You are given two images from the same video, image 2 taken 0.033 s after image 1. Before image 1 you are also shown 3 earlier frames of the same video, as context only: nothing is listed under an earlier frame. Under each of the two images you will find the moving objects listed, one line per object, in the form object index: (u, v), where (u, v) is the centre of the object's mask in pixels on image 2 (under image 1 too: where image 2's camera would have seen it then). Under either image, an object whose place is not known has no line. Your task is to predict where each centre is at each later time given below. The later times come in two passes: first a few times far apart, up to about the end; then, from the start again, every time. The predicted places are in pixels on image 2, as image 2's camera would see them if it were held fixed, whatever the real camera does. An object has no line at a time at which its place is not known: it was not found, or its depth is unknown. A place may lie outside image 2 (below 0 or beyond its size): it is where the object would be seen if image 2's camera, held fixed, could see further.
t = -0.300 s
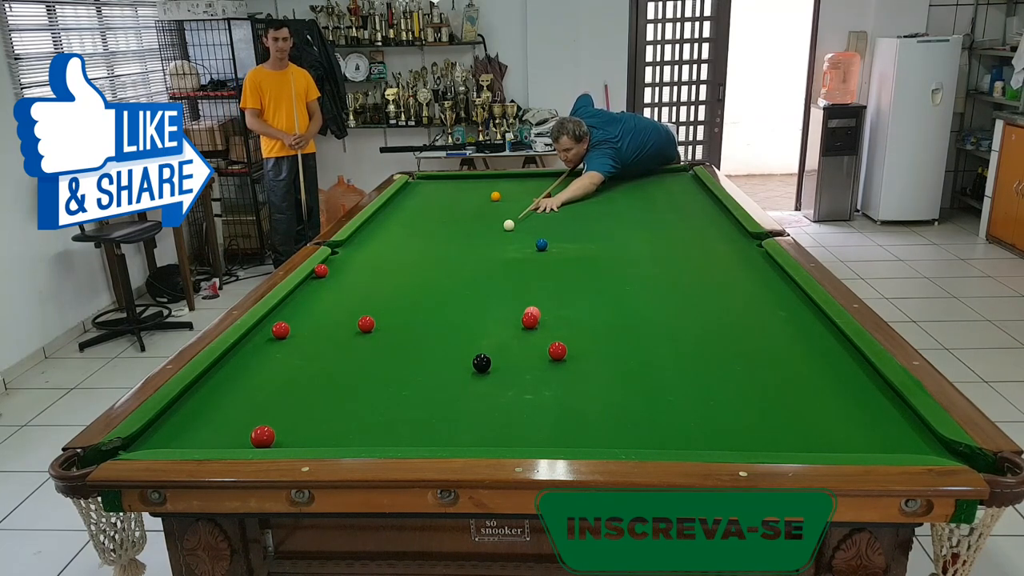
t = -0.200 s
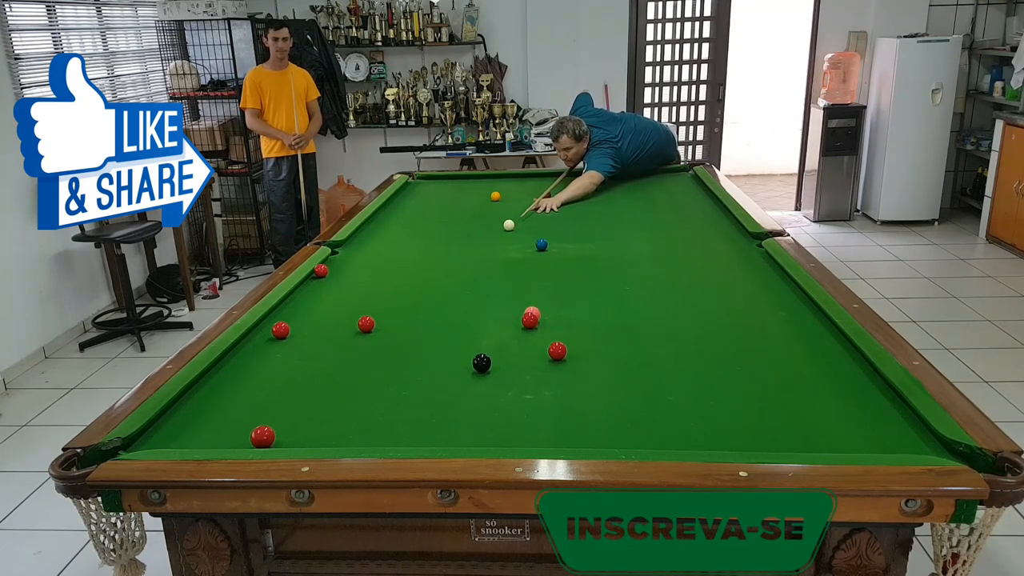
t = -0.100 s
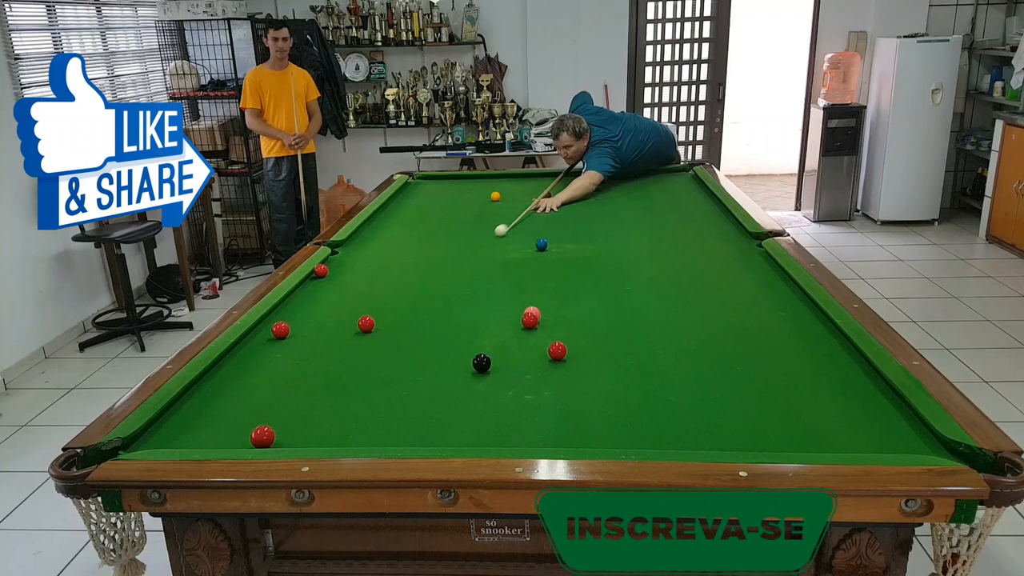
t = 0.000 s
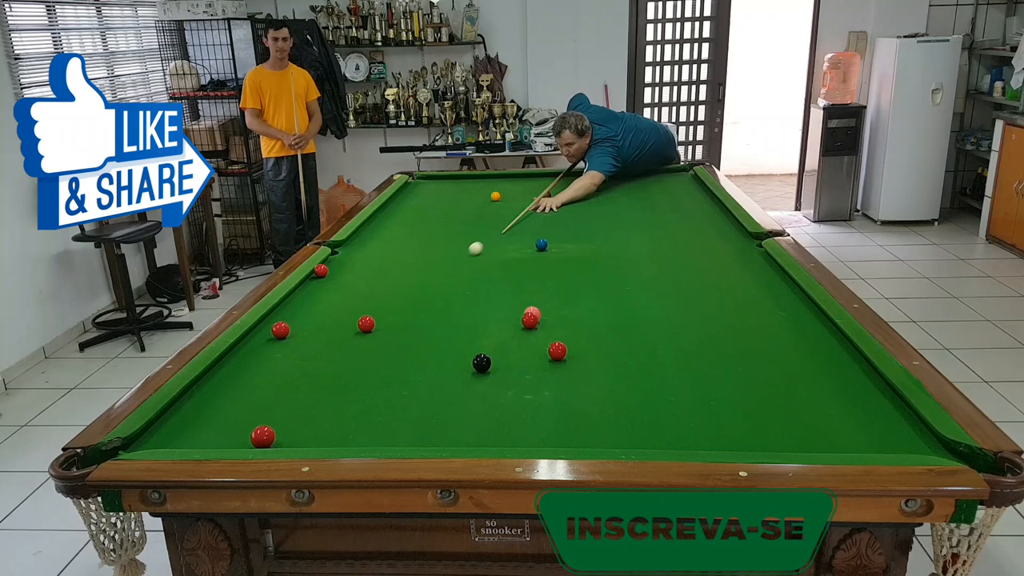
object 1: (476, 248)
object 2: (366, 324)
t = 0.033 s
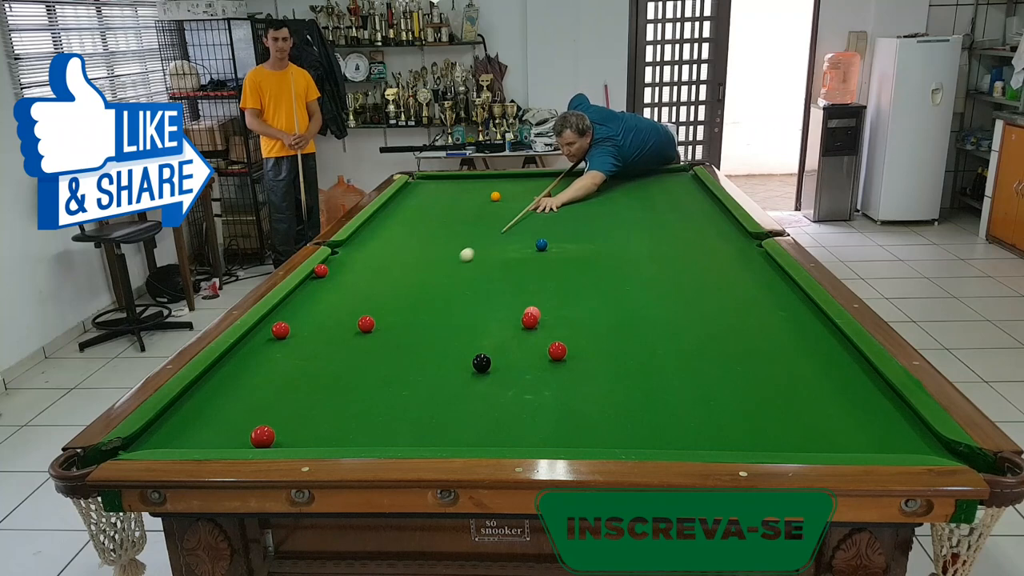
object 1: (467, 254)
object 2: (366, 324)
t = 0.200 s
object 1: (421, 287)
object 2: (366, 324)
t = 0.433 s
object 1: (379, 320)
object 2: (339, 338)
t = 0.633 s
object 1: (382, 328)
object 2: (273, 372)
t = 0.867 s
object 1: (385, 337)
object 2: (191, 415)
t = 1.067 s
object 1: (388, 344)
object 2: (106, 456)
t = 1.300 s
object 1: (391, 353)
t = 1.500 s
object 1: (394, 360)
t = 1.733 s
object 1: (397, 368)
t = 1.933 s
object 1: (399, 374)
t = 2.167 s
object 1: (401, 381)
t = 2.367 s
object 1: (403, 387)
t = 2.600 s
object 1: (405, 393)
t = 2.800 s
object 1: (407, 397)
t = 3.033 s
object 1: (408, 401)
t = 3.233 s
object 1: (410, 405)
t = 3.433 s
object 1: (411, 407)
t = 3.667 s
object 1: (412, 409)
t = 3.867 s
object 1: (412, 411)
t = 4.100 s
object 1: (412, 411)
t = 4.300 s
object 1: (412, 411)
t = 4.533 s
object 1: (412, 411)
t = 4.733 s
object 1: (412, 411)
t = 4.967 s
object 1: (412, 411)
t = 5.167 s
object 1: (412, 411)
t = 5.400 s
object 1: (412, 411)
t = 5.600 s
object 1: (412, 411)
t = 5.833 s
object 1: (412, 411)
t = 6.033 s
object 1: (412, 411)
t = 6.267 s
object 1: (412, 411)
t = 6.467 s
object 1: (412, 411)
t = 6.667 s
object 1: (412, 411)
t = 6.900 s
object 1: (412, 411)
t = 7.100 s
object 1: (412, 411)
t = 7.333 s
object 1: (412, 411)
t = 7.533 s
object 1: (412, 411)
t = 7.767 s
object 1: (412, 411)
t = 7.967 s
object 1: (412, 411)
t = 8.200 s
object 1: (412, 411)
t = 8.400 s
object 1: (412, 411)
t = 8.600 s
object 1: (412, 411)
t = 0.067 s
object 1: (458, 261)
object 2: (366, 324)
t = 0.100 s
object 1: (449, 267)
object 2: (366, 324)
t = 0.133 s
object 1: (439, 274)
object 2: (366, 324)
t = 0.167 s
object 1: (430, 281)
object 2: (366, 324)
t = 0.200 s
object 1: (421, 287)
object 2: (366, 324)
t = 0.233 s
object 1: (411, 294)
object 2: (366, 324)
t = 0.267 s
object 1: (402, 301)
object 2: (366, 324)
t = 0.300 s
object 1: (392, 307)
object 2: (366, 324)
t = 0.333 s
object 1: (383, 314)
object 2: (366, 324)
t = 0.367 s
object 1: (377, 319)
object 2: (362, 326)
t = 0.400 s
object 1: (378, 319)
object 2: (351, 332)
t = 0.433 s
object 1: (379, 320)
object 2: (339, 338)
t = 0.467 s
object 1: (380, 322)
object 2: (327, 344)
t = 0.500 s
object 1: (380, 323)
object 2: (316, 350)
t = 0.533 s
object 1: (381, 324)
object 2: (305, 356)
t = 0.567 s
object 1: (381, 326)
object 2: (294, 361)
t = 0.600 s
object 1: (382, 327)
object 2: (283, 367)
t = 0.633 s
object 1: (382, 328)
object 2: (273, 372)
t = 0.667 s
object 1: (382, 329)
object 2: (262, 378)
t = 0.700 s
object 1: (383, 330)
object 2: (251, 384)
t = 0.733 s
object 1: (383, 332)
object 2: (239, 390)
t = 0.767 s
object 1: (384, 333)
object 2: (228, 395)
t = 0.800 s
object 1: (384, 334)
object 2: (216, 402)
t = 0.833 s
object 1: (385, 335)
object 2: (204, 408)
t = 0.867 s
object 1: (385, 337)
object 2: (191, 415)
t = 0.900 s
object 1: (386, 338)
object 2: (178, 422)
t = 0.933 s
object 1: (386, 339)
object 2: (165, 429)
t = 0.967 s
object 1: (387, 341)
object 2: (151, 435)
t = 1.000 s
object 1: (387, 342)
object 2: (136, 442)
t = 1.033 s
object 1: (387, 343)
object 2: (121, 448)
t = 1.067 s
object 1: (388, 344)
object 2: (106, 456)
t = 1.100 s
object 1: (388, 346)
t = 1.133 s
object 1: (389, 347)
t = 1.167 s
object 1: (389, 348)
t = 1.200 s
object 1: (390, 349)
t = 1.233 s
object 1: (390, 350)
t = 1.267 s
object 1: (391, 352)
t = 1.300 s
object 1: (391, 353)
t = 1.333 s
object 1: (392, 354)
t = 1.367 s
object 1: (392, 355)
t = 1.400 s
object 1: (392, 357)
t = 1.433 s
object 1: (393, 358)
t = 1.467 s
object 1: (393, 359)
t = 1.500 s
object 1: (394, 360)
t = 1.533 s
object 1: (394, 361)
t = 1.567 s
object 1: (395, 362)
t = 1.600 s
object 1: (395, 363)
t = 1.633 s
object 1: (396, 364)
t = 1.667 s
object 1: (396, 366)
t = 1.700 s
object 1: (396, 367)
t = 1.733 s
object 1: (397, 368)
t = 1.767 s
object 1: (397, 369)
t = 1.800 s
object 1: (397, 370)
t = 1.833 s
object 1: (398, 371)
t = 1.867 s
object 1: (398, 372)
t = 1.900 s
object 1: (398, 373)
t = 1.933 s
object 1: (399, 374)
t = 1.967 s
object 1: (399, 375)
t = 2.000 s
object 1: (400, 376)
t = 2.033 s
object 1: (400, 377)
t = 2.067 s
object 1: (400, 378)
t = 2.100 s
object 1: (401, 380)
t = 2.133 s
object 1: (401, 380)
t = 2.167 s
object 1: (401, 381)
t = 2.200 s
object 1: (402, 382)
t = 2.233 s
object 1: (402, 383)
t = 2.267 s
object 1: (402, 384)
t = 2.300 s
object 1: (402, 385)
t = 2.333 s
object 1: (403, 386)
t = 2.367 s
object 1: (403, 387)
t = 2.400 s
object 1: (403, 388)
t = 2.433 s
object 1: (404, 389)
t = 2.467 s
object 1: (404, 389)
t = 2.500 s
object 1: (404, 390)
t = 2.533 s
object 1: (405, 391)
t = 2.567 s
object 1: (405, 392)
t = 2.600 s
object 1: (405, 393)
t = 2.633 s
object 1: (405, 393)
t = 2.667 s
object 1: (406, 394)
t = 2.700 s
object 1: (406, 395)
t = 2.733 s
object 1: (406, 396)
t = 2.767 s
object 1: (406, 397)
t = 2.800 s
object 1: (407, 397)
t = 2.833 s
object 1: (407, 398)
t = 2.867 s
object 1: (407, 398)
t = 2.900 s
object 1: (407, 399)
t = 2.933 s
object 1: (408, 400)
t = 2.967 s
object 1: (408, 400)
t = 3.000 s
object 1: (408, 401)
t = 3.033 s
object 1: (408, 401)
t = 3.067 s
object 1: (409, 402)
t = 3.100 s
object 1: (409, 403)
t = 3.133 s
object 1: (409, 403)
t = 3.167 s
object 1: (409, 404)
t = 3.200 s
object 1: (410, 404)
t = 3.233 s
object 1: (410, 405)
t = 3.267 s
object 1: (410, 405)
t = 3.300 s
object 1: (410, 406)
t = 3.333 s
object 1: (411, 406)
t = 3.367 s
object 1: (411, 406)
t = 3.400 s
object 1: (411, 407)
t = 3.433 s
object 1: (411, 407)
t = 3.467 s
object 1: (411, 408)
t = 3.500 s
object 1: (412, 408)
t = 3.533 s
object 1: (412, 408)
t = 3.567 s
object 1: (412, 409)
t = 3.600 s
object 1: (412, 409)
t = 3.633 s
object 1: (412, 409)
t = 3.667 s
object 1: (412, 409)
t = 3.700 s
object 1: (412, 410)
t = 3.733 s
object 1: (412, 410)
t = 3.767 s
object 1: (412, 410)
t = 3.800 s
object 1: (412, 410)
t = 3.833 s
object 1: (412, 410)
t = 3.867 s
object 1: (412, 411)
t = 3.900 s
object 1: (412, 411)
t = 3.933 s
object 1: (412, 411)
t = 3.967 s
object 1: (412, 411)
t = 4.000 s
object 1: (412, 411)
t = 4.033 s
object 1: (412, 411)
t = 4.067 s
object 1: (412, 411)
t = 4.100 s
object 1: (412, 411)
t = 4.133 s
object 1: (412, 411)
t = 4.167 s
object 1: (412, 411)
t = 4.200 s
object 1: (412, 411)
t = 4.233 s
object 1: (412, 411)
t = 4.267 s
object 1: (412, 411)
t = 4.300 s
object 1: (412, 411)
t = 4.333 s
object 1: (412, 411)
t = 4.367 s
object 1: (412, 411)
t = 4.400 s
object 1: (412, 411)
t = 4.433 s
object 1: (412, 411)
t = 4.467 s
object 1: (412, 411)
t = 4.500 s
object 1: (412, 411)
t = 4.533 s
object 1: (412, 411)
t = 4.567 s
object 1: (412, 411)
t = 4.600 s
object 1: (412, 411)
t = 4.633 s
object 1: (412, 411)
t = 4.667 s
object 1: (412, 411)
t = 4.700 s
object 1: (412, 411)
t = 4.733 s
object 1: (412, 411)
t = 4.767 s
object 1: (412, 411)
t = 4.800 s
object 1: (412, 411)
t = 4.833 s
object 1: (412, 411)
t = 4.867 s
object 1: (412, 411)
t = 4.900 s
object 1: (412, 411)
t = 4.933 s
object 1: (412, 411)
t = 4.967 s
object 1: (412, 411)
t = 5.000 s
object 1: (412, 411)
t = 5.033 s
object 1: (412, 411)
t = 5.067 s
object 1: (412, 411)
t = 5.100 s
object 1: (412, 411)
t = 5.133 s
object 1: (412, 411)
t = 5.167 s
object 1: (412, 411)
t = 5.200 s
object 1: (412, 411)
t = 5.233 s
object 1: (412, 411)
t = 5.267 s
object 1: (412, 411)
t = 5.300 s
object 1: (412, 411)
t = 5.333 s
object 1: (412, 411)
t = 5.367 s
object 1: (412, 411)
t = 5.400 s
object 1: (412, 411)
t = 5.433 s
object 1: (412, 411)
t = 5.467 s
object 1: (412, 411)
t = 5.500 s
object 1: (412, 411)
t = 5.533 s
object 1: (412, 411)
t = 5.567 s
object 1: (412, 411)
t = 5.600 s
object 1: (412, 411)
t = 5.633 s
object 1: (412, 411)
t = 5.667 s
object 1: (412, 411)
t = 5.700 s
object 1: (412, 411)
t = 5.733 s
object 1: (412, 411)
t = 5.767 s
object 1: (412, 411)
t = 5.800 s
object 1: (412, 411)
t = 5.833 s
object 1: (412, 411)
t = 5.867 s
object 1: (412, 411)
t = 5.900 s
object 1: (412, 411)
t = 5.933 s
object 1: (412, 411)
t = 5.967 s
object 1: (412, 411)
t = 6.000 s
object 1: (412, 411)
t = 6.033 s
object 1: (412, 411)
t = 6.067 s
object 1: (412, 411)
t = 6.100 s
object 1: (412, 411)
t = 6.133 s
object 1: (412, 411)
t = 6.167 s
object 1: (412, 411)
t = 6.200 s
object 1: (412, 411)
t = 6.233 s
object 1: (412, 411)
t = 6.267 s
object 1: (412, 411)
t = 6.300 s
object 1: (412, 411)
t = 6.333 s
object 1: (412, 411)
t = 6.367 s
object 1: (412, 411)
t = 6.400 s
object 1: (412, 411)
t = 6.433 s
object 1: (412, 411)
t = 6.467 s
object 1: (412, 411)
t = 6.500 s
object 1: (412, 411)
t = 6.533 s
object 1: (412, 411)
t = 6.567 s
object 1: (412, 411)
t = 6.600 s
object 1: (412, 411)
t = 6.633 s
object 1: (412, 411)
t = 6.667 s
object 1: (412, 411)
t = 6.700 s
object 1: (412, 411)
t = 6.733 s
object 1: (412, 411)
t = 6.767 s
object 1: (412, 411)
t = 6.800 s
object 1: (412, 411)
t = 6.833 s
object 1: (412, 411)
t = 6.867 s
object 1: (412, 411)
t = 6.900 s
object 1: (412, 411)
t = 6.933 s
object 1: (412, 411)
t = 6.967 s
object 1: (412, 411)
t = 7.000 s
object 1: (412, 411)
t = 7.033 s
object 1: (412, 411)
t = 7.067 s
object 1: (412, 411)
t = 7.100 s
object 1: (412, 411)
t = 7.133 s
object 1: (412, 411)
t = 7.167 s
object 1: (412, 411)
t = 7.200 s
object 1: (412, 411)
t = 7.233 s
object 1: (412, 411)
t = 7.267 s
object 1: (412, 411)
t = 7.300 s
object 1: (412, 411)
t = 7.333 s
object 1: (412, 411)
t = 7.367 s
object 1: (412, 411)
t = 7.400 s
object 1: (412, 411)
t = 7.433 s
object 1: (412, 411)
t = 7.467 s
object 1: (412, 411)
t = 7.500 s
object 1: (412, 411)
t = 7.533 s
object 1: (412, 411)
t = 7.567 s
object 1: (412, 411)
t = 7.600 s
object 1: (412, 411)
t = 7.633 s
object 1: (412, 411)
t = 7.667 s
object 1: (412, 411)
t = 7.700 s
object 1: (412, 411)
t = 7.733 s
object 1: (412, 411)
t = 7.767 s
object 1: (412, 411)
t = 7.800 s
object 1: (412, 411)
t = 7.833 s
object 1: (412, 411)
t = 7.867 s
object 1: (412, 411)
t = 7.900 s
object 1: (412, 411)
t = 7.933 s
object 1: (412, 411)
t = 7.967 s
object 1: (412, 411)
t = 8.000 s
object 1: (412, 411)
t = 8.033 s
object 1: (412, 411)
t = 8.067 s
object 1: (412, 411)
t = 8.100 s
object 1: (412, 411)
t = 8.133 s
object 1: (412, 411)
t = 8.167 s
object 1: (412, 411)
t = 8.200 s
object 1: (412, 411)
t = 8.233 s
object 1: (412, 411)
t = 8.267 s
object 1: (412, 411)
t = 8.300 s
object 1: (412, 411)
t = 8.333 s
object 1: (412, 411)
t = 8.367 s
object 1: (412, 411)
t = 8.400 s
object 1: (412, 411)
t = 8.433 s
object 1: (412, 411)
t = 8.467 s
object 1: (412, 411)
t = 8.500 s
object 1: (412, 411)
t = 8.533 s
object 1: (412, 411)
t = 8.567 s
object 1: (412, 411)
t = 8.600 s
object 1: (412, 411)
